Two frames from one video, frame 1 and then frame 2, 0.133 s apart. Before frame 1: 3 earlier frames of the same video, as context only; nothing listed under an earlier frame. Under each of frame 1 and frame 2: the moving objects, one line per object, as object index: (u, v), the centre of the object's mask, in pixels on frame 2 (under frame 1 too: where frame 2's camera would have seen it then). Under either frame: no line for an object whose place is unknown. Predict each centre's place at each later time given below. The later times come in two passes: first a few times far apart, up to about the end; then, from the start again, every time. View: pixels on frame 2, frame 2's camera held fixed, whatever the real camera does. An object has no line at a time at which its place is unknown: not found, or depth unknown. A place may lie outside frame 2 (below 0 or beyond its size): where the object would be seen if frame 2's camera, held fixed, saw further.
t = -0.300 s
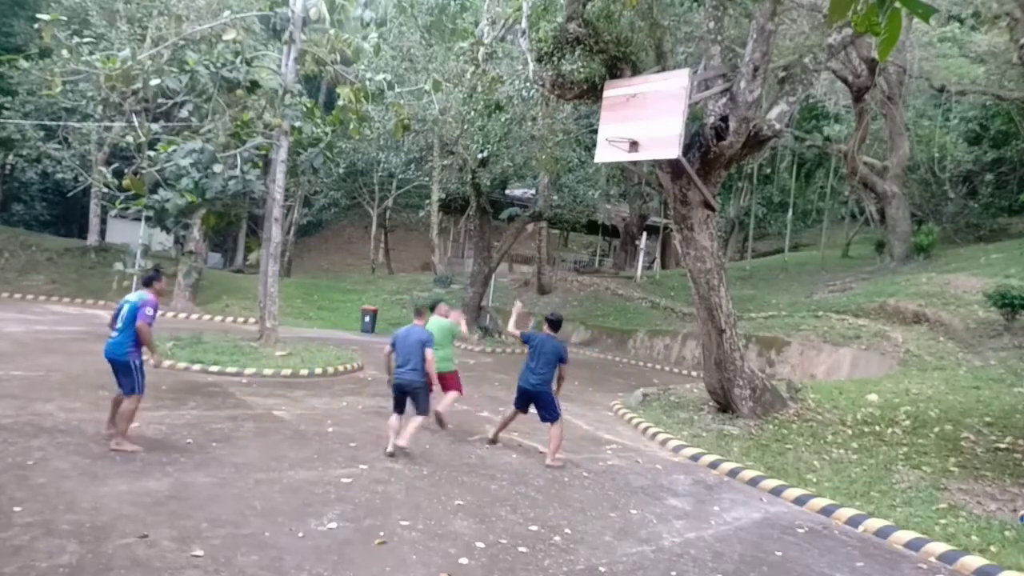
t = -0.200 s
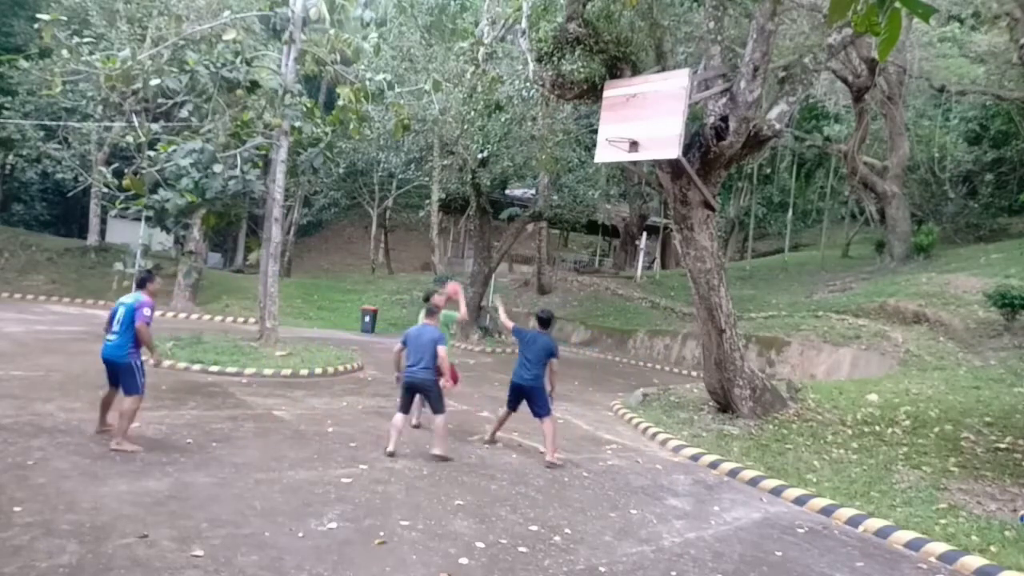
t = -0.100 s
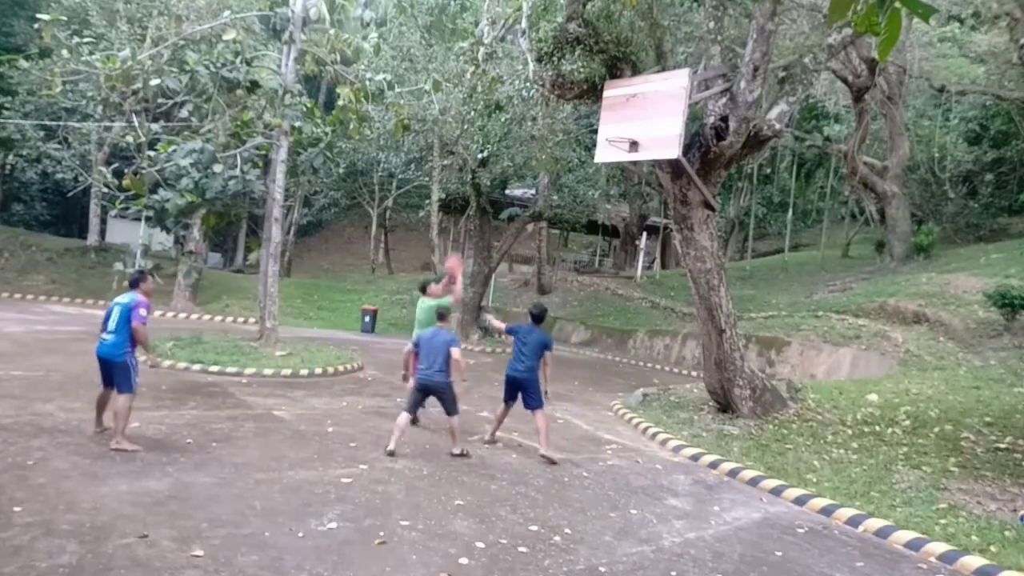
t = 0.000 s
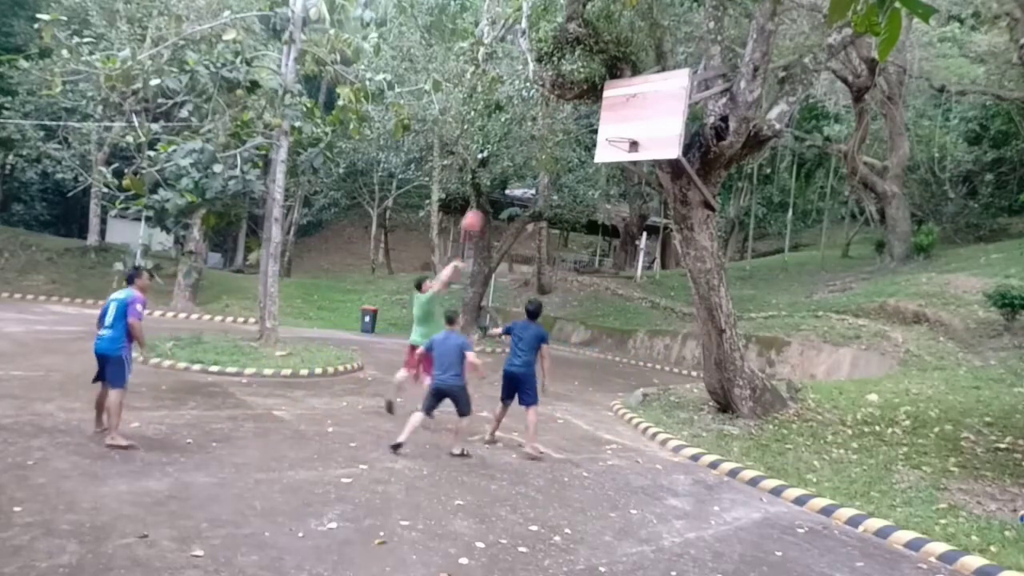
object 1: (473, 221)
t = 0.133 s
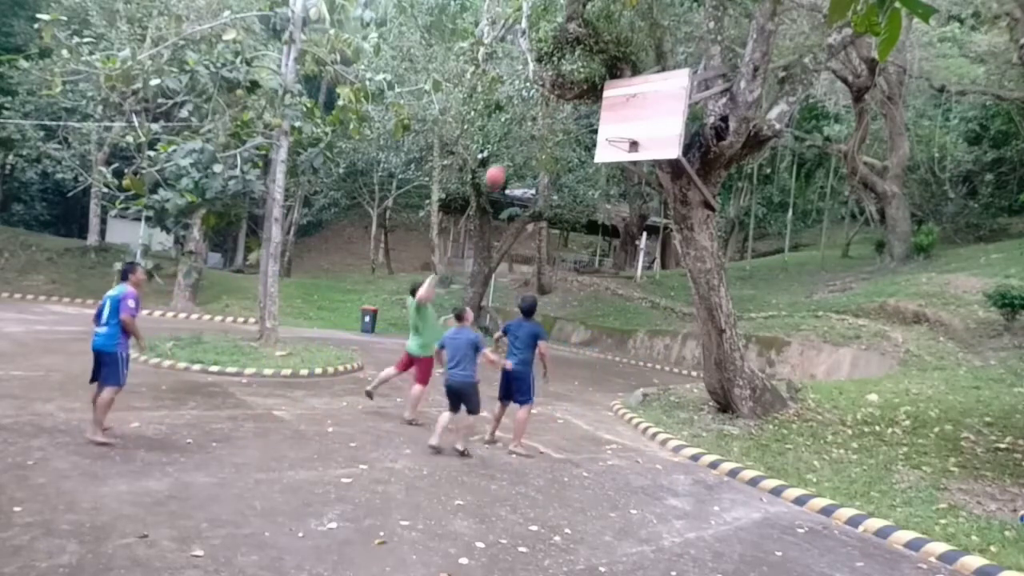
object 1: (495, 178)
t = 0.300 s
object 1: (522, 137)
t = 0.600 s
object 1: (567, 123)
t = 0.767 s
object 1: (588, 149)
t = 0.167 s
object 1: (501, 167)
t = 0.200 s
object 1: (507, 158)
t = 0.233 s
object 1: (512, 150)
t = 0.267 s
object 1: (517, 142)
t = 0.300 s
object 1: (522, 137)
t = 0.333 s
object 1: (528, 131)
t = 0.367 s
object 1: (534, 127)
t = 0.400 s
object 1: (539, 123)
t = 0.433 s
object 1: (544, 121)
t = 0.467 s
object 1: (548, 120)
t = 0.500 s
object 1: (552, 119)
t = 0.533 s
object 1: (557, 120)
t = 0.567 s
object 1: (564, 121)
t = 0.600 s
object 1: (567, 123)
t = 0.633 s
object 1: (572, 126)
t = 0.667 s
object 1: (576, 130)
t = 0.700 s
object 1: (580, 136)
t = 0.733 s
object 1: (585, 142)
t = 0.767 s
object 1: (588, 149)
